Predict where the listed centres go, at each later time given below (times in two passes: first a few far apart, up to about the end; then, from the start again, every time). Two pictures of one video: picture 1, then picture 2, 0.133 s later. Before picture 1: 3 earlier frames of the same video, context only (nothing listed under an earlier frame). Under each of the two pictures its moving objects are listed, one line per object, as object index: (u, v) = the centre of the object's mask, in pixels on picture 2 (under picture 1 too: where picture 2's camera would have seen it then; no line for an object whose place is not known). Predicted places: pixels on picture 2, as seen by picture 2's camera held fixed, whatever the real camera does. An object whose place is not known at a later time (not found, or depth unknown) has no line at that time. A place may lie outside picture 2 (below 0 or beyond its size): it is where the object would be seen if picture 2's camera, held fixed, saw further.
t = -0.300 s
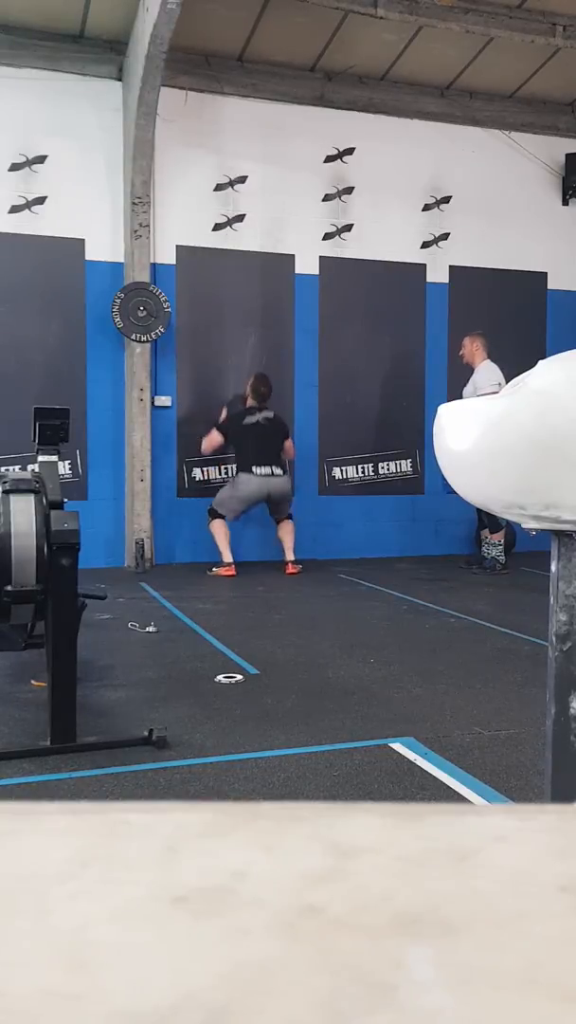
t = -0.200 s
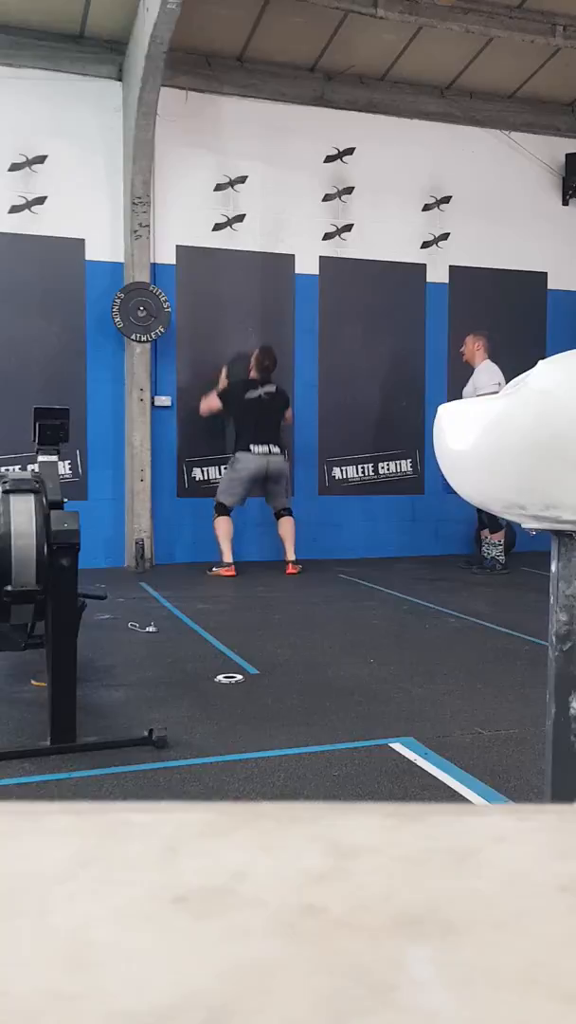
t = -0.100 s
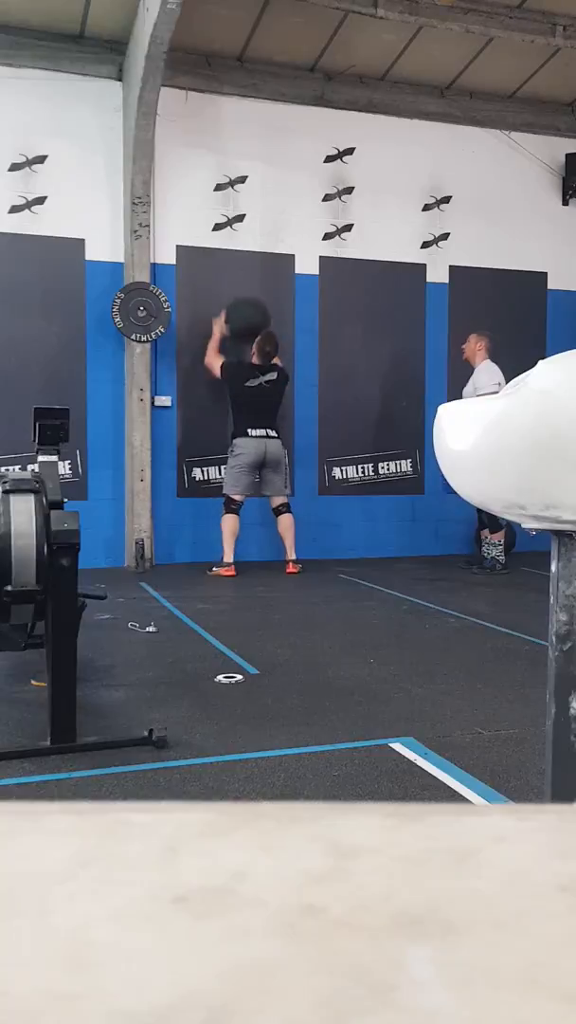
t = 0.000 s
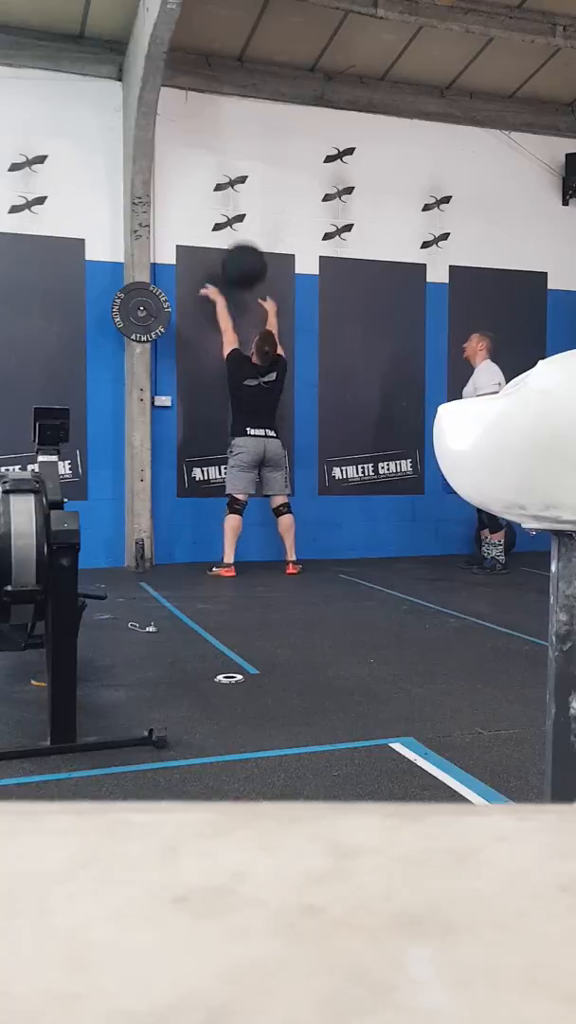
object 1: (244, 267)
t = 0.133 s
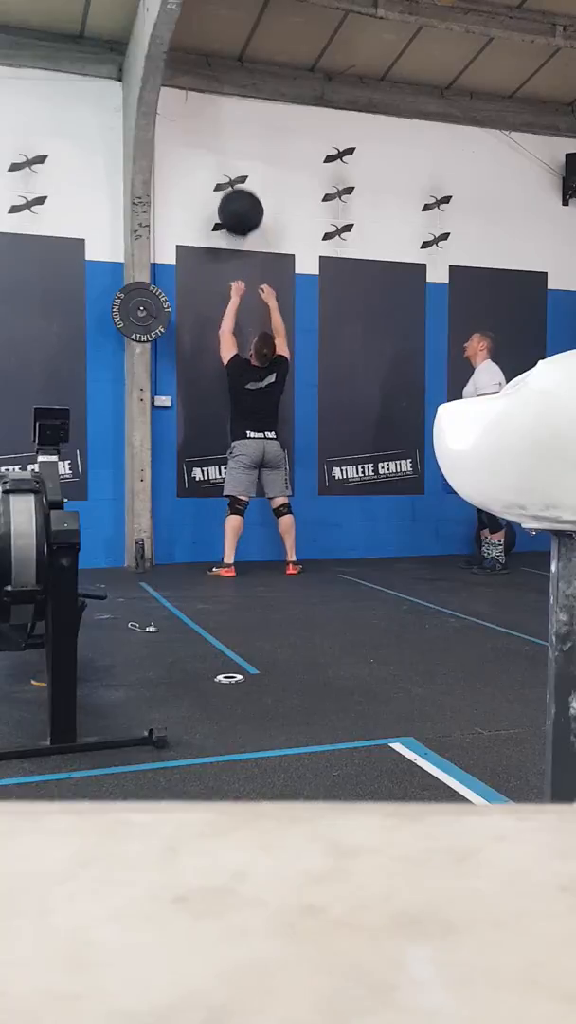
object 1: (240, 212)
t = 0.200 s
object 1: (238, 194)
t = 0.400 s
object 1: (233, 175)
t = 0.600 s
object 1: (235, 199)
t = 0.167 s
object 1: (240, 203)
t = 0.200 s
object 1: (238, 194)
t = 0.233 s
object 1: (238, 187)
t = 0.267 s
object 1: (237, 182)
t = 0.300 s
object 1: (236, 178)
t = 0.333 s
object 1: (235, 176)
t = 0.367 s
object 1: (234, 175)
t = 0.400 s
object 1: (233, 175)
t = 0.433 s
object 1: (233, 176)
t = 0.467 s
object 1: (234, 178)
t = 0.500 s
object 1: (234, 181)
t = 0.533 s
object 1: (234, 186)
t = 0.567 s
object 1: (235, 192)
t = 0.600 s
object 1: (235, 199)
